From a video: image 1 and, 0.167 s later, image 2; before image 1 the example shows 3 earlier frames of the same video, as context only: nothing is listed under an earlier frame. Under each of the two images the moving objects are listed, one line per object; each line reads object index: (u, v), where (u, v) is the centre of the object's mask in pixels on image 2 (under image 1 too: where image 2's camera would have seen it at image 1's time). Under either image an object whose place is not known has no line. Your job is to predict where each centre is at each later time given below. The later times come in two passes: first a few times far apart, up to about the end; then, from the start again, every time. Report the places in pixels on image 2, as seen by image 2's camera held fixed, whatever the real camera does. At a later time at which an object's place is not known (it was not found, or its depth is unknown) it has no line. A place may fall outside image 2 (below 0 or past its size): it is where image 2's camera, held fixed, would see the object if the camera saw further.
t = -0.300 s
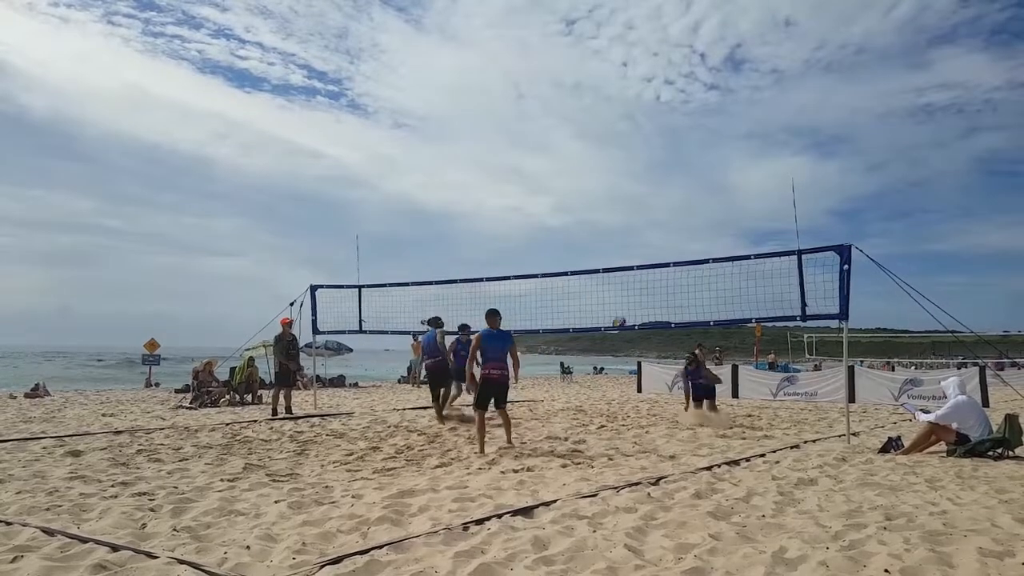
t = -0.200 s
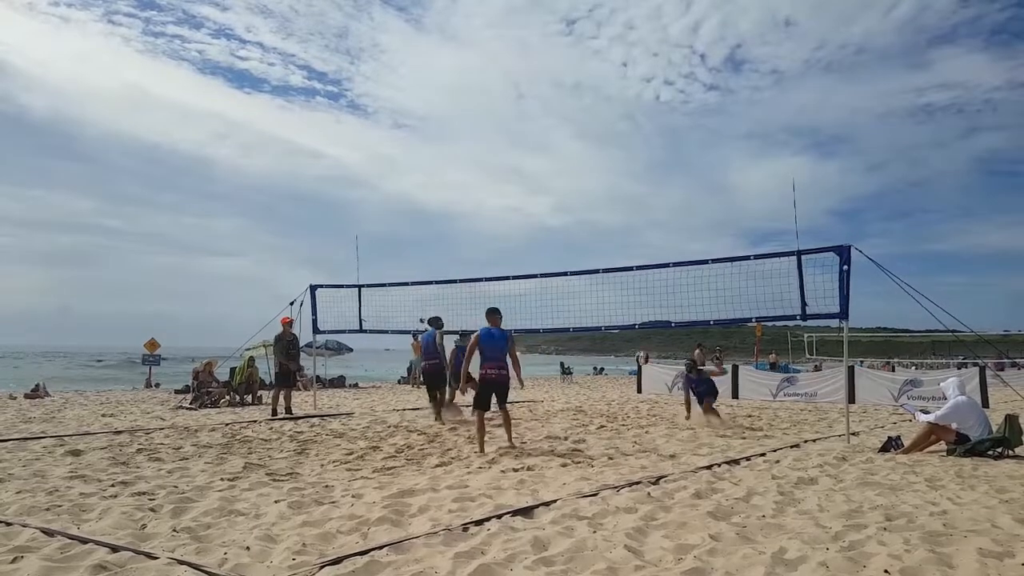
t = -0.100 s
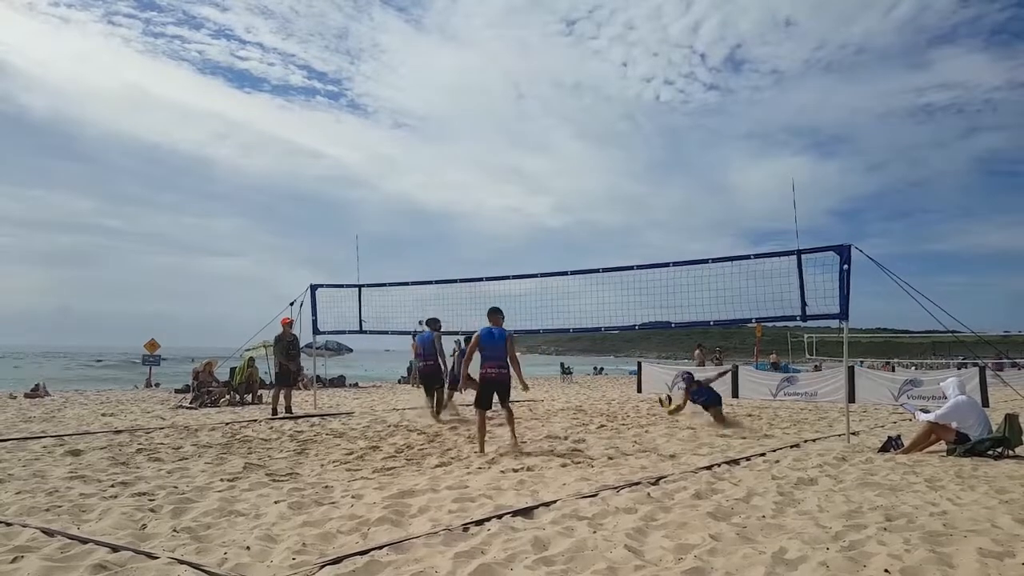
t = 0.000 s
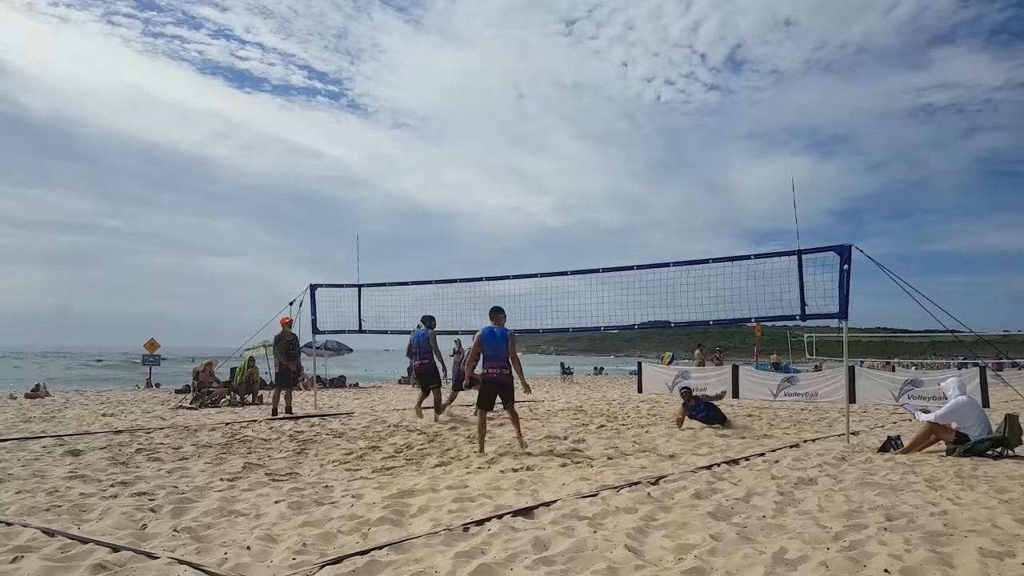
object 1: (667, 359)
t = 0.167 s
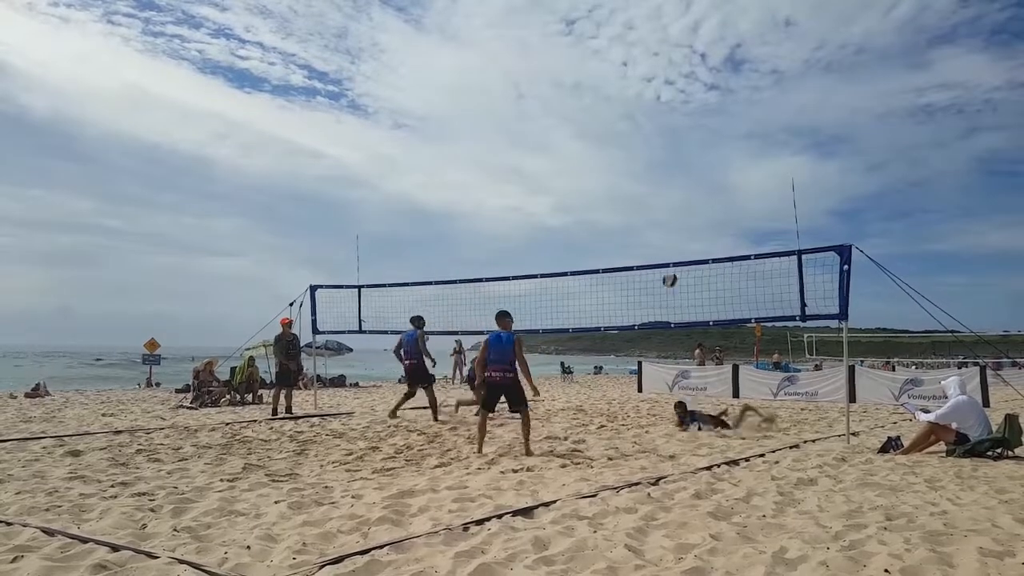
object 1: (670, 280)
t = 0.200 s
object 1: (671, 267)
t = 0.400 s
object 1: (675, 195)
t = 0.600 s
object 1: (681, 147)
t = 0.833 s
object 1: (689, 124)
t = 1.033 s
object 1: (695, 139)
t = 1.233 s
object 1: (703, 187)
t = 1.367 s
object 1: (707, 240)
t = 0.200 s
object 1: (671, 267)
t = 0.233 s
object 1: (670, 253)
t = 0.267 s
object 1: (671, 240)
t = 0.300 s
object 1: (672, 227)
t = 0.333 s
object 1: (673, 216)
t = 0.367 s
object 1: (674, 205)
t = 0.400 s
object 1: (675, 195)
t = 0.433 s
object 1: (676, 185)
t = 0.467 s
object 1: (678, 176)
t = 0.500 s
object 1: (678, 168)
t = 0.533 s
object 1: (679, 160)
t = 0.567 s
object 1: (680, 154)
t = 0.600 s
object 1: (681, 147)
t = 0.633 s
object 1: (682, 141)
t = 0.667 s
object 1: (683, 136)
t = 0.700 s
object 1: (685, 134)
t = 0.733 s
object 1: (686, 129)
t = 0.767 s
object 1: (687, 127)
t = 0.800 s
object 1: (688, 125)
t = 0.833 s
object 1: (689, 124)
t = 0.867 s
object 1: (690, 125)
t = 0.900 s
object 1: (692, 126)
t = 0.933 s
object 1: (693, 127)
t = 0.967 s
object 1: (693, 130)
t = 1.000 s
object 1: (694, 134)
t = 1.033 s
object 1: (695, 139)
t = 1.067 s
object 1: (697, 143)
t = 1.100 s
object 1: (698, 150)
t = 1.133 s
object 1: (699, 158)
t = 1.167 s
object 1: (701, 167)
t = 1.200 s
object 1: (701, 176)
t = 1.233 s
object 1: (703, 187)
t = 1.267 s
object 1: (704, 198)
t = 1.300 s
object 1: (705, 211)
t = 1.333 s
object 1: (706, 225)
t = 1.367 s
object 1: (707, 240)
